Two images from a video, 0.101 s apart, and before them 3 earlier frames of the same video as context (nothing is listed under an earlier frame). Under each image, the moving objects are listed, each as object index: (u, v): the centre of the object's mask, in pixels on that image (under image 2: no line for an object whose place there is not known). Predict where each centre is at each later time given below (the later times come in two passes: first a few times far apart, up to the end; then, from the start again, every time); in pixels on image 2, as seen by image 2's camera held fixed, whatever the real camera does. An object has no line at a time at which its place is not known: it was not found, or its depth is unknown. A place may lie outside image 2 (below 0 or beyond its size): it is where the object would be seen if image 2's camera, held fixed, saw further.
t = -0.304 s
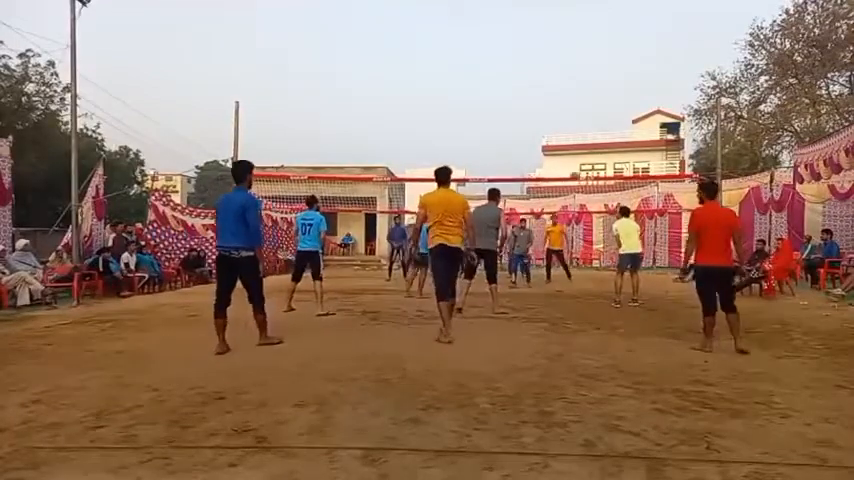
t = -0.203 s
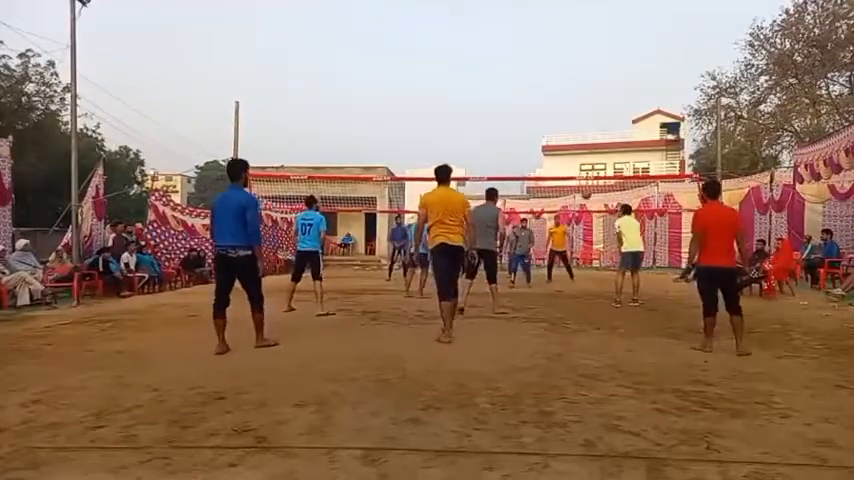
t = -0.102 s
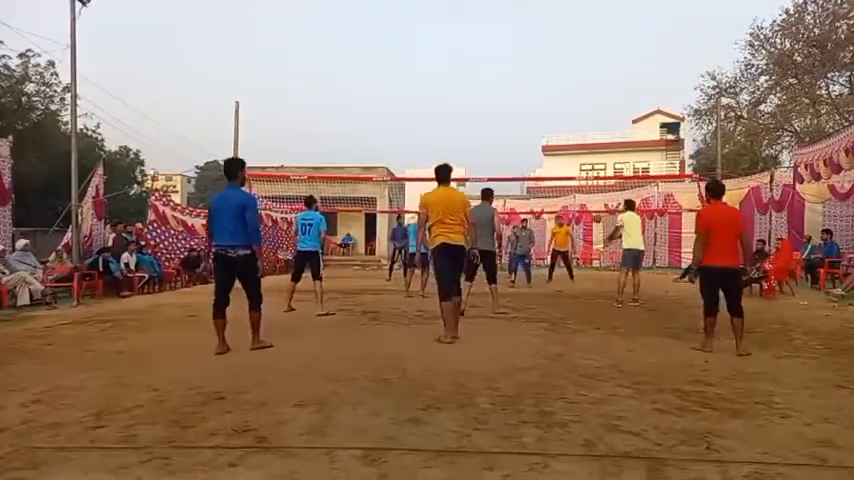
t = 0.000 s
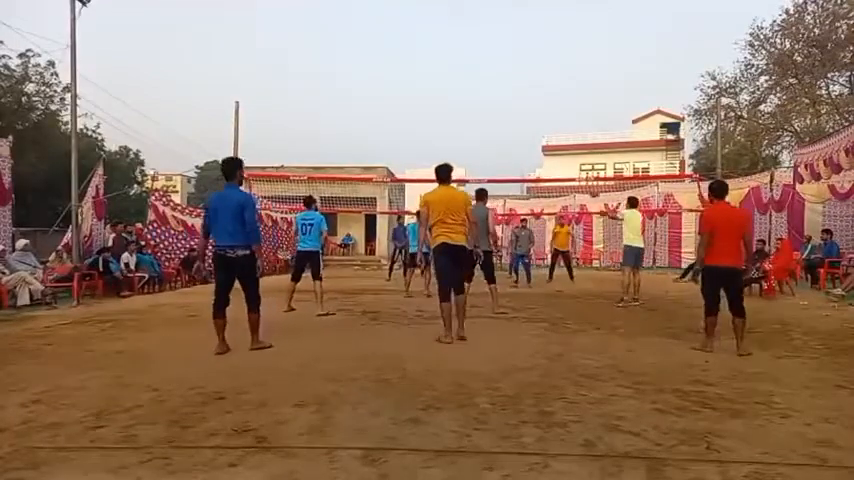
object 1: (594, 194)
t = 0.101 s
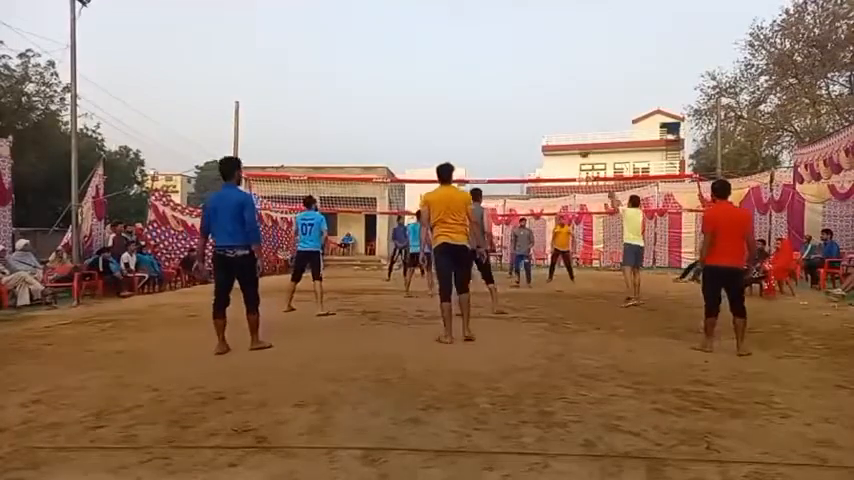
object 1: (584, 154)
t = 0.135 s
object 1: (581, 141)
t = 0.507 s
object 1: (552, 68)
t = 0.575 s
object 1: (548, 63)
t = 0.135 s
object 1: (581, 141)
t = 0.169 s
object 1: (578, 131)
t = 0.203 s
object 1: (575, 122)
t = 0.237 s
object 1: (573, 113)
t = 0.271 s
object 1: (570, 105)
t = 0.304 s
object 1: (567, 97)
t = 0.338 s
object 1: (565, 91)
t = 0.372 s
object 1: (562, 85)
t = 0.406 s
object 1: (559, 80)
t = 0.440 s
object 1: (557, 75)
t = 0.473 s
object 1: (555, 72)
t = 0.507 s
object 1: (552, 68)
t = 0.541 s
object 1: (550, 65)
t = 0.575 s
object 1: (548, 63)
